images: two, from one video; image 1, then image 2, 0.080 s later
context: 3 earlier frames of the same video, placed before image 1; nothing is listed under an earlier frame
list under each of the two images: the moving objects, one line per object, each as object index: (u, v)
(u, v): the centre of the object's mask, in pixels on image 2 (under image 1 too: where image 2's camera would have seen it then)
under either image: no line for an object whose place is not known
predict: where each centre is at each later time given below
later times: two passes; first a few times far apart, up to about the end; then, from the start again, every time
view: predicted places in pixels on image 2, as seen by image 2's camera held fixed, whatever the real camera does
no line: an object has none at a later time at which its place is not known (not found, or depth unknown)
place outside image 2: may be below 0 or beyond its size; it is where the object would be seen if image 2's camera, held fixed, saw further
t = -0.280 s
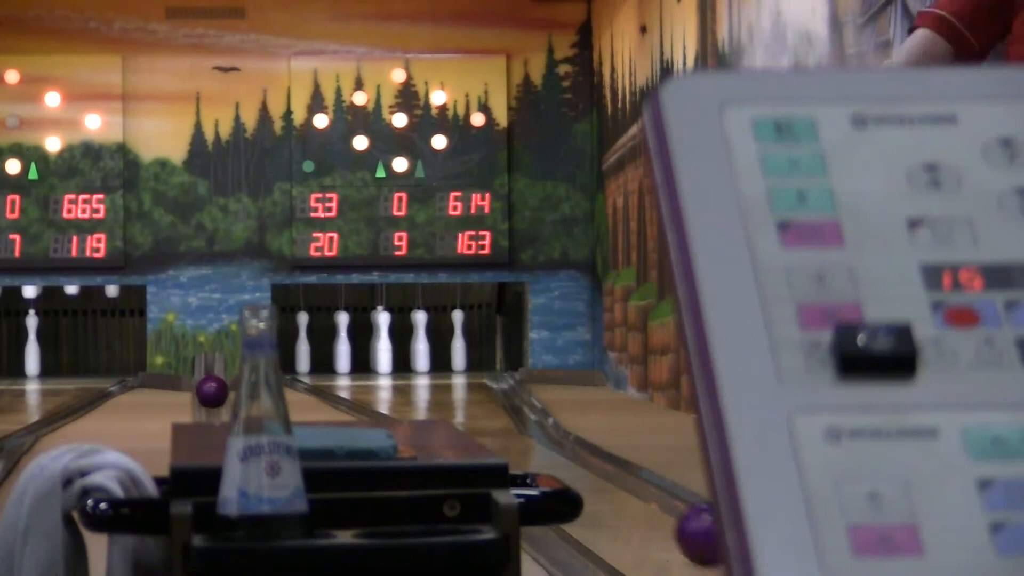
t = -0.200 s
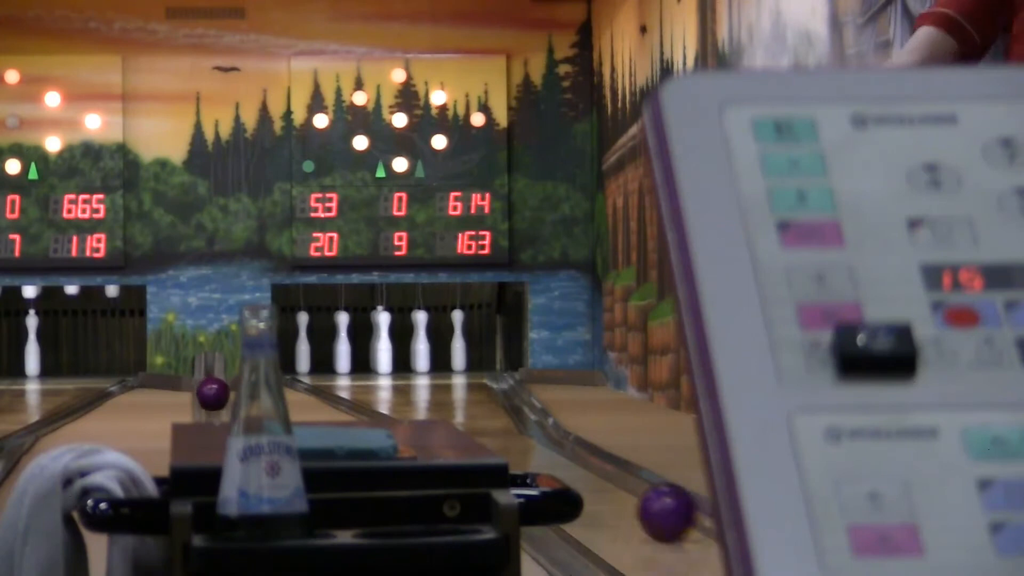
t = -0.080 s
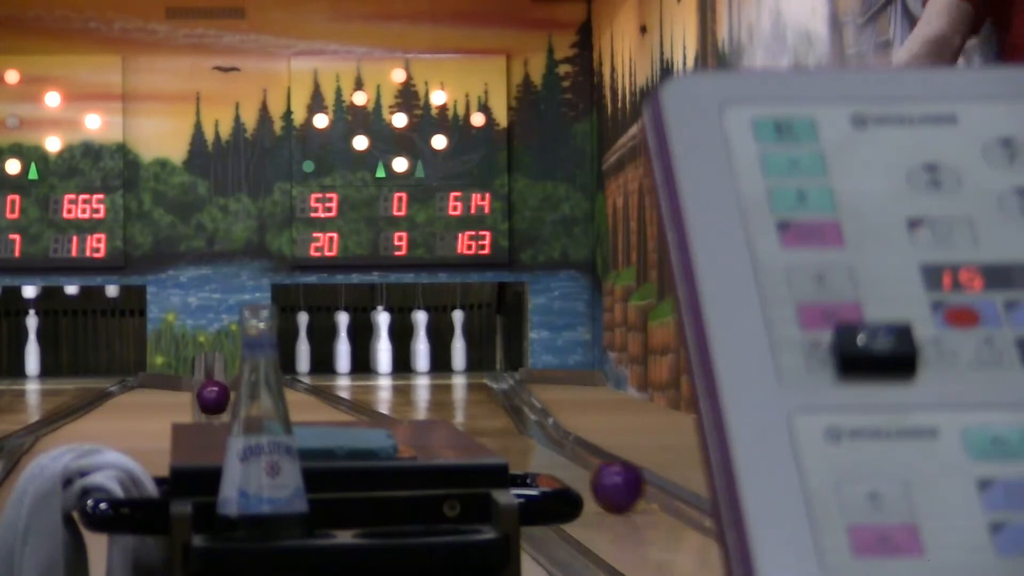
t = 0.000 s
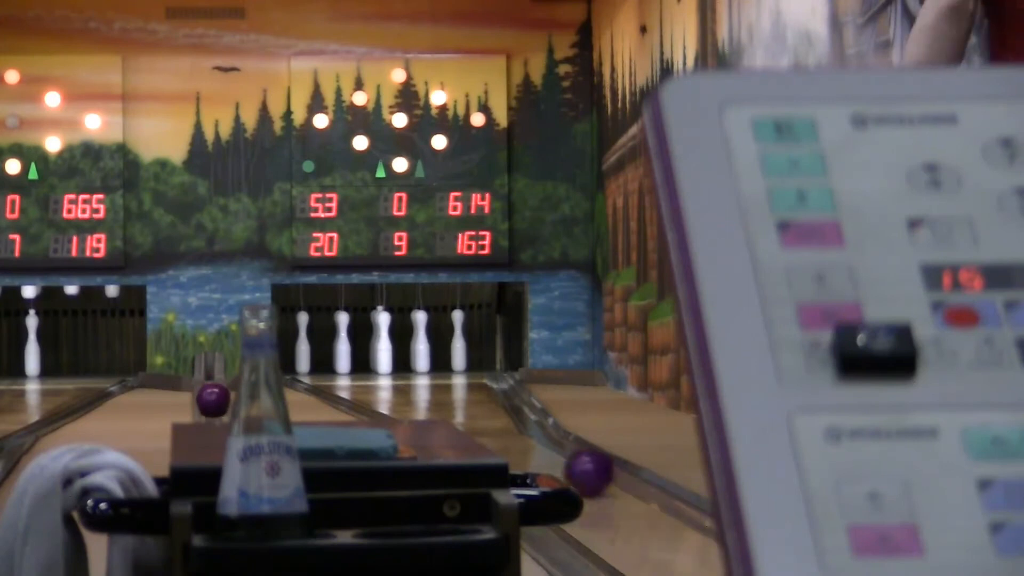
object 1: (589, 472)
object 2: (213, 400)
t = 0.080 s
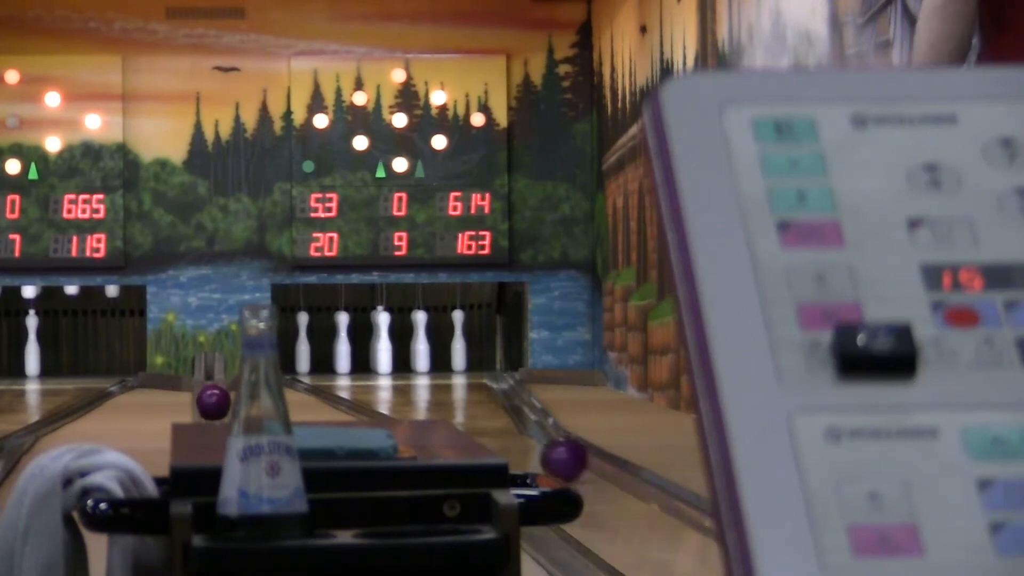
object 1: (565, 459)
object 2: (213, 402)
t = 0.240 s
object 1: (522, 438)
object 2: (213, 406)
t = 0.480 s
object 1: (473, 415)
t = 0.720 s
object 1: (437, 396)
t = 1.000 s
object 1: (405, 379)
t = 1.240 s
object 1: (384, 368)
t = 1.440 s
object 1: (358, 363)
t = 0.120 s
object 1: (553, 453)
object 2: (213, 404)
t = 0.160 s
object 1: (541, 448)
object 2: (213, 405)
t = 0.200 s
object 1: (532, 443)
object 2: (213, 405)
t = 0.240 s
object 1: (522, 438)
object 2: (213, 406)
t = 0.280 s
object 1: (512, 434)
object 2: (213, 407)
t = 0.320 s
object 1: (504, 429)
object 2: (214, 408)
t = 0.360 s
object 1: (496, 425)
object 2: (214, 408)
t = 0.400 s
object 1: (488, 420)
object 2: (214, 409)
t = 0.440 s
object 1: (480, 417)
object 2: (214, 410)
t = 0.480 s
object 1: (473, 415)
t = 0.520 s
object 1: (466, 411)
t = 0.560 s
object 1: (460, 407)
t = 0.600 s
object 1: (454, 404)
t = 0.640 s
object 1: (447, 401)
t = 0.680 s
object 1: (442, 398)
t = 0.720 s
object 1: (437, 396)
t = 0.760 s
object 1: (432, 393)
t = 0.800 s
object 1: (427, 390)
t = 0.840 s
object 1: (422, 388)
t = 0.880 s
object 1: (418, 385)
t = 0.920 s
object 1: (413, 383)
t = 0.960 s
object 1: (408, 381)
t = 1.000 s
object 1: (405, 379)
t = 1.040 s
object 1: (401, 378)
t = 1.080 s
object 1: (397, 376)
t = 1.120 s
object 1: (394, 373)
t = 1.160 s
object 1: (389, 372)
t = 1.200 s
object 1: (387, 369)
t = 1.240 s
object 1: (384, 368)
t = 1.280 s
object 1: (381, 366)
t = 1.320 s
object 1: (379, 364)
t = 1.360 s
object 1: (376, 363)
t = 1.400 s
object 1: (368, 363)
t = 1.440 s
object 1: (358, 363)
